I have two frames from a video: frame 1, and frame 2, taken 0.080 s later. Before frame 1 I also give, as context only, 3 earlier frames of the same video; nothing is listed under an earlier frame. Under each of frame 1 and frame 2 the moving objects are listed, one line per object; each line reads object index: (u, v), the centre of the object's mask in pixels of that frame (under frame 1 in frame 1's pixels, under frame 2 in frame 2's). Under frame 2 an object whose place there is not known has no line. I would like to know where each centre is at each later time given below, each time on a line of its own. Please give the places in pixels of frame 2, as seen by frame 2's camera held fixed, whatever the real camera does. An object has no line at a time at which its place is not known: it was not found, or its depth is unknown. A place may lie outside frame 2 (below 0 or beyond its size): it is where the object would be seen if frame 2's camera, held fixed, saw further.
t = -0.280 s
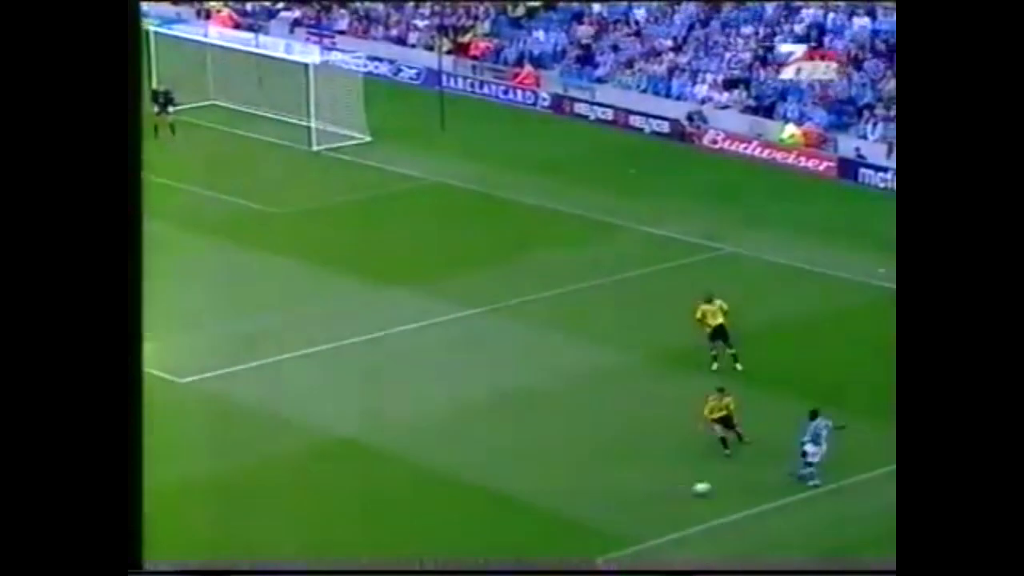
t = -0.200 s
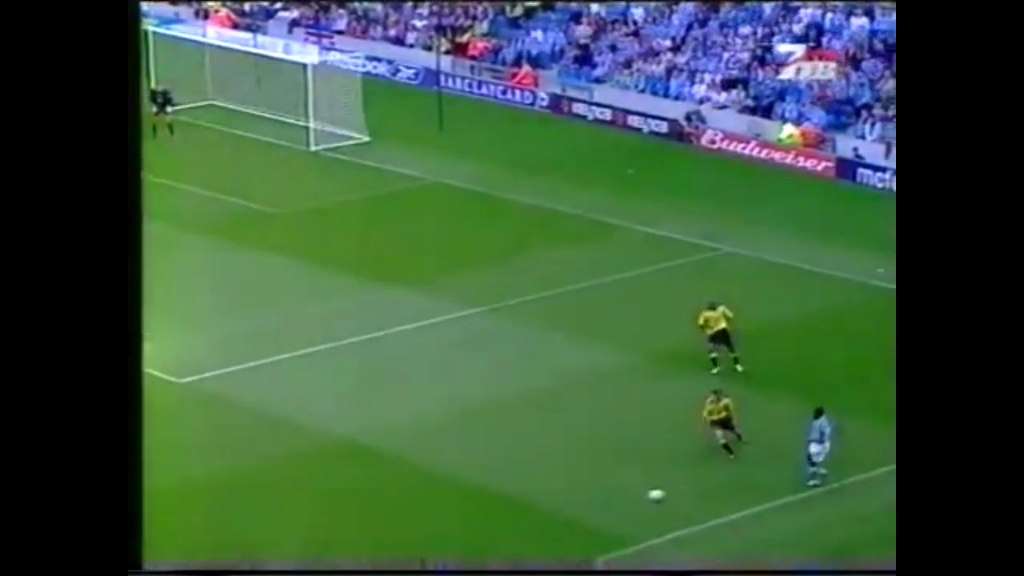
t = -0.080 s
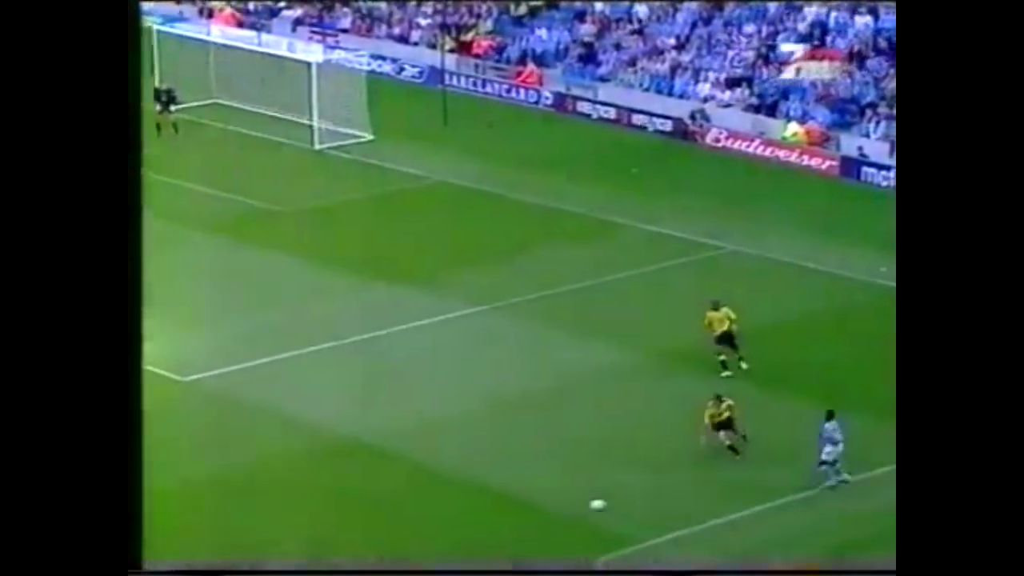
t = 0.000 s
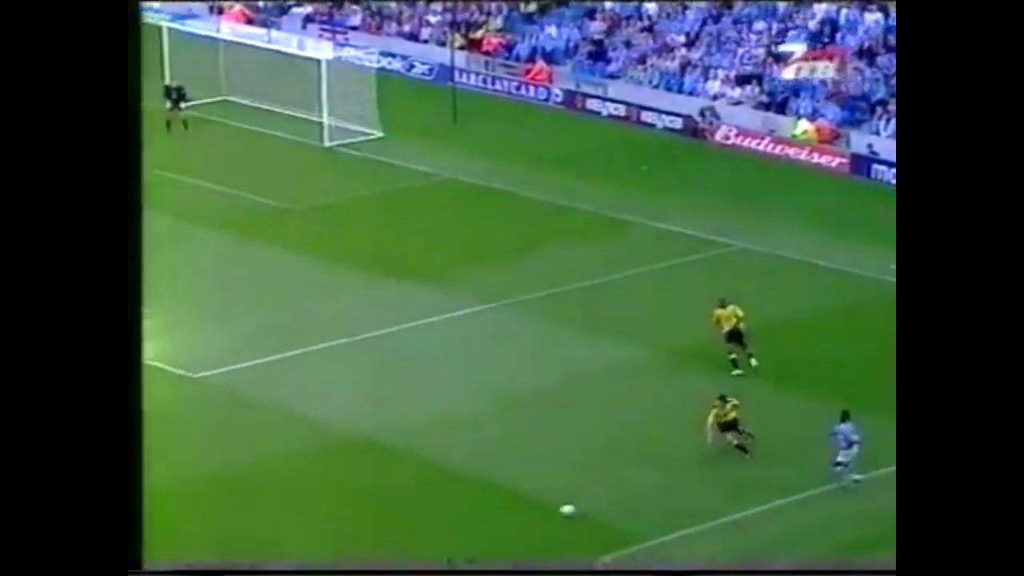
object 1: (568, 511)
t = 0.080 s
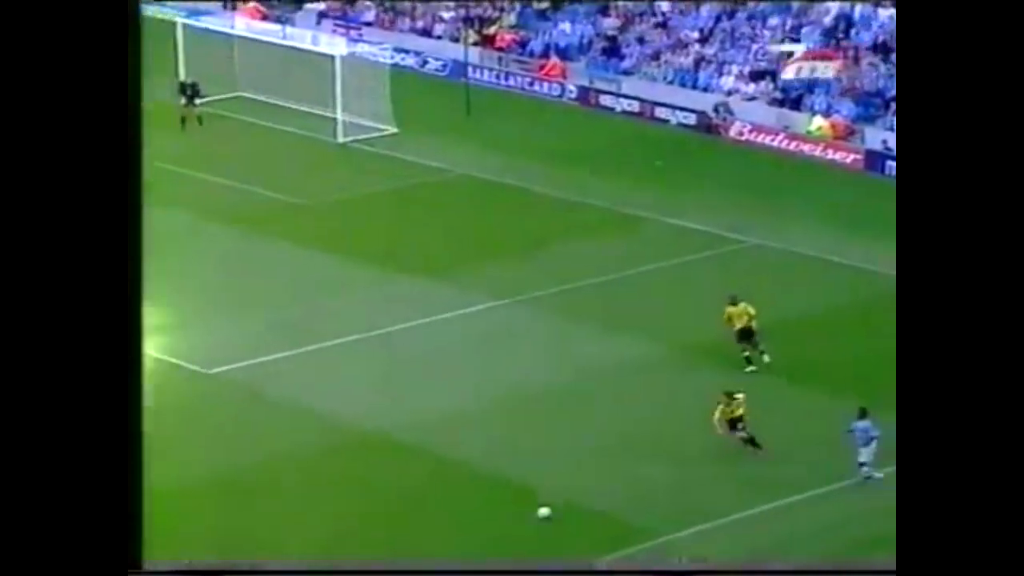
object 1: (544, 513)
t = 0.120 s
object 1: (529, 516)
